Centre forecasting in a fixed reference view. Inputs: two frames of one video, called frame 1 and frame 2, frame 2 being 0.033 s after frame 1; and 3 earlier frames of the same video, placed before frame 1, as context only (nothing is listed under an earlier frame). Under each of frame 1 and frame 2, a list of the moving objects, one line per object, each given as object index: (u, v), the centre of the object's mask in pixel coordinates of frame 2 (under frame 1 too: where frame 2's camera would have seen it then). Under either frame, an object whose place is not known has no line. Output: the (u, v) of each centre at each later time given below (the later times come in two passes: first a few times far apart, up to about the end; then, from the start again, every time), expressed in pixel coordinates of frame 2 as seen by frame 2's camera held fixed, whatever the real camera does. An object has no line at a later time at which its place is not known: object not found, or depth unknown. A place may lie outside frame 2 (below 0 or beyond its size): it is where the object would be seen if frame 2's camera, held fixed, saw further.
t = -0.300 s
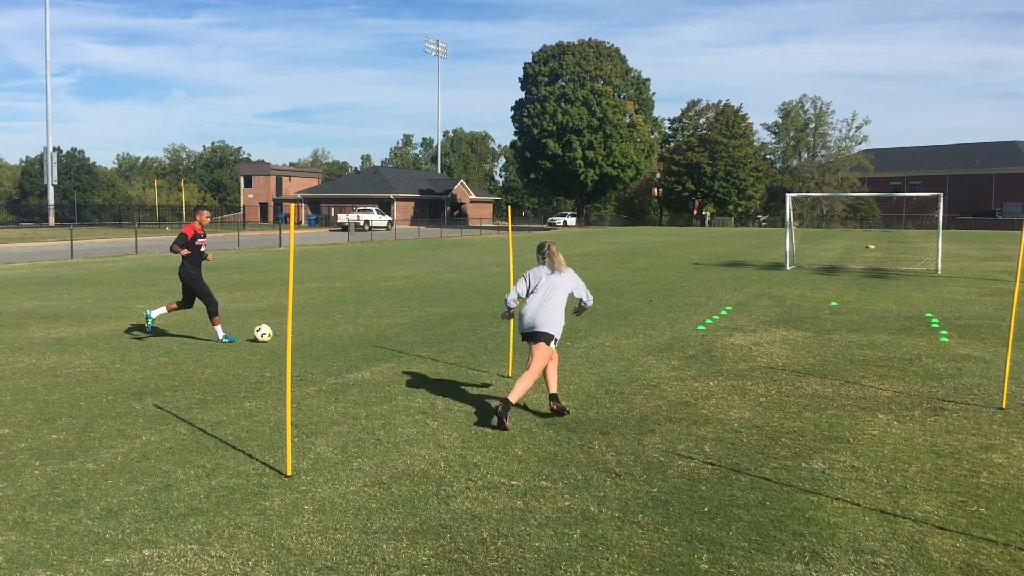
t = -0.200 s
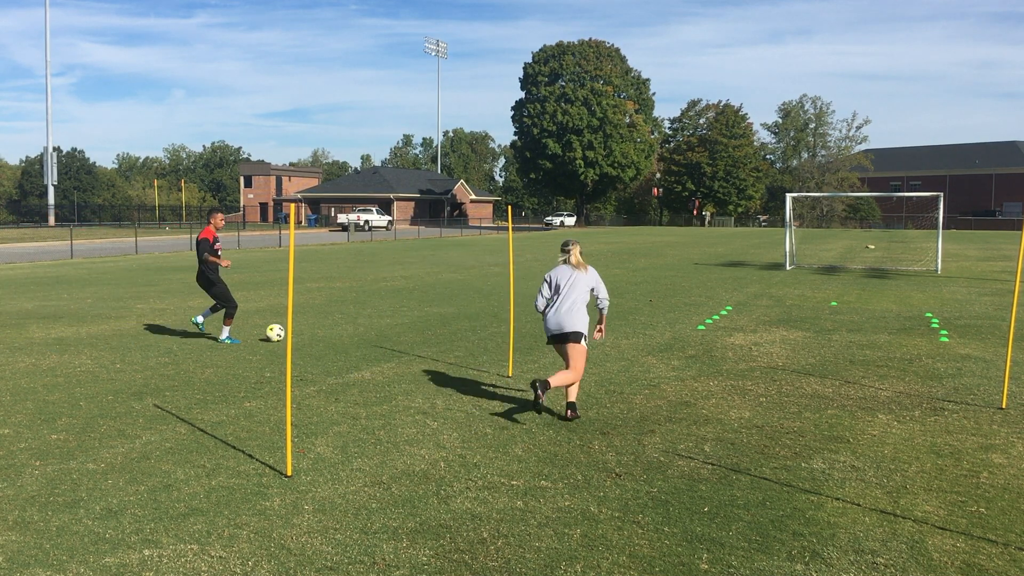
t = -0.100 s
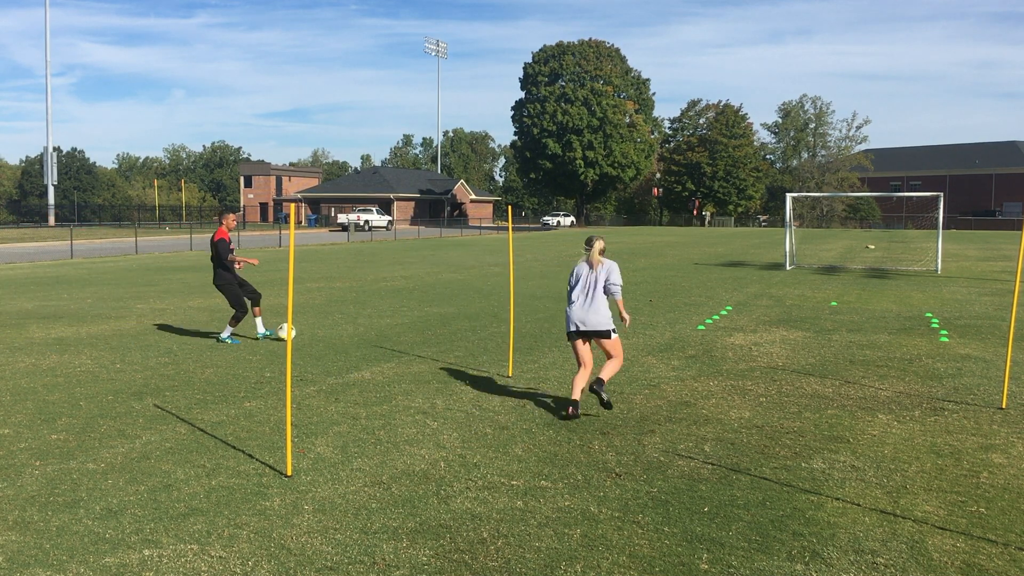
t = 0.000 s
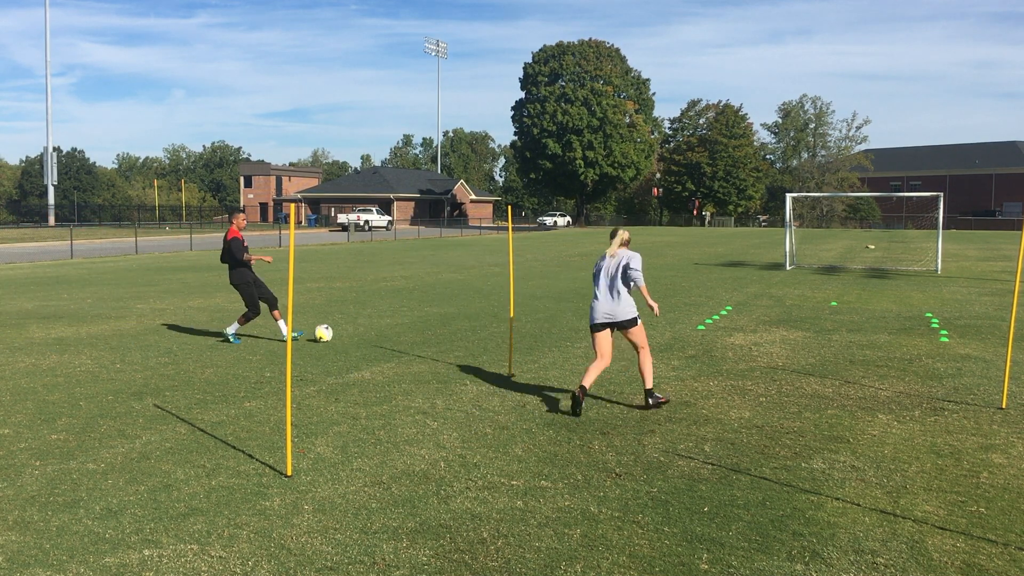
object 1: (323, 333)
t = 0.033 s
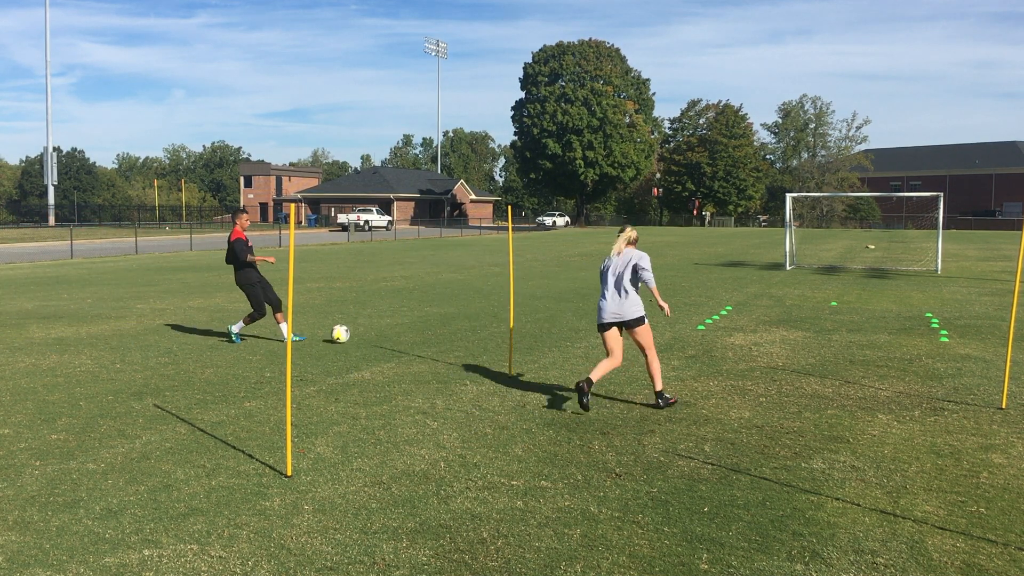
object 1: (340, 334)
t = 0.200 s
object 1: (421, 338)
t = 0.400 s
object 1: (510, 342)
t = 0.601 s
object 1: (585, 347)
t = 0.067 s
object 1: (357, 335)
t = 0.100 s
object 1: (374, 336)
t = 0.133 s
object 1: (390, 337)
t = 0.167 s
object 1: (406, 337)
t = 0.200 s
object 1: (421, 338)
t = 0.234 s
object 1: (437, 339)
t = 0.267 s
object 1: (453, 341)
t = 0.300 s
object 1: (467, 341)
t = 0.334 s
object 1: (481, 340)
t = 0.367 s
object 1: (495, 341)
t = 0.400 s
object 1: (510, 342)
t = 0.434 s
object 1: (523, 344)
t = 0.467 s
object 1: (536, 345)
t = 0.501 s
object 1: (549, 345)
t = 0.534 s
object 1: (561, 346)
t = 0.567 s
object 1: (573, 347)
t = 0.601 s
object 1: (585, 347)
